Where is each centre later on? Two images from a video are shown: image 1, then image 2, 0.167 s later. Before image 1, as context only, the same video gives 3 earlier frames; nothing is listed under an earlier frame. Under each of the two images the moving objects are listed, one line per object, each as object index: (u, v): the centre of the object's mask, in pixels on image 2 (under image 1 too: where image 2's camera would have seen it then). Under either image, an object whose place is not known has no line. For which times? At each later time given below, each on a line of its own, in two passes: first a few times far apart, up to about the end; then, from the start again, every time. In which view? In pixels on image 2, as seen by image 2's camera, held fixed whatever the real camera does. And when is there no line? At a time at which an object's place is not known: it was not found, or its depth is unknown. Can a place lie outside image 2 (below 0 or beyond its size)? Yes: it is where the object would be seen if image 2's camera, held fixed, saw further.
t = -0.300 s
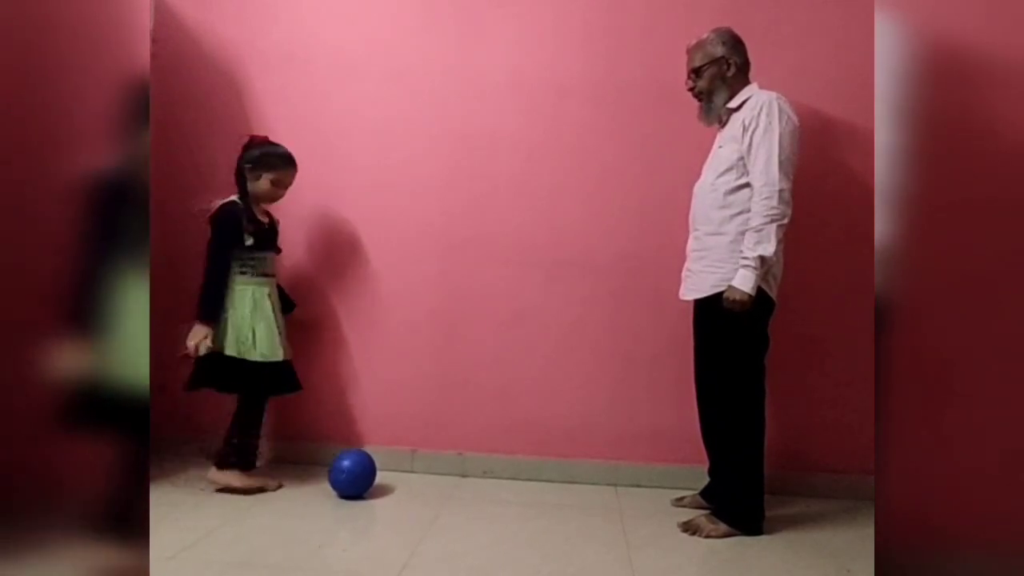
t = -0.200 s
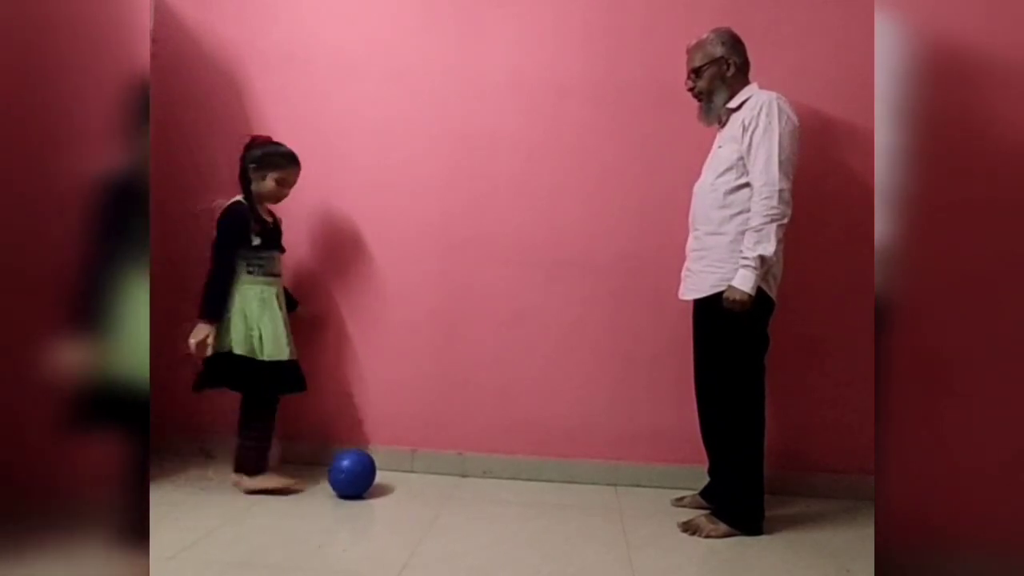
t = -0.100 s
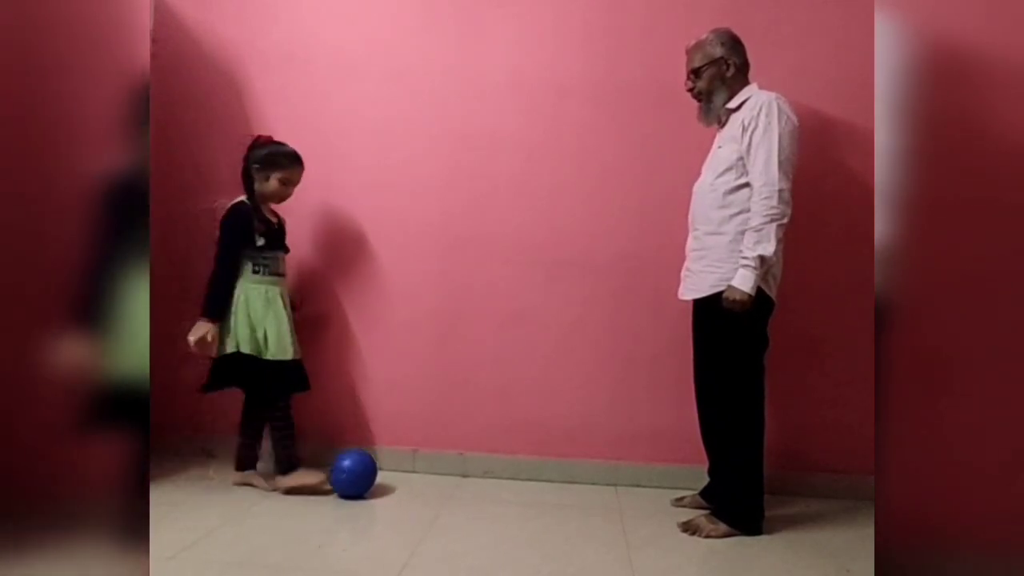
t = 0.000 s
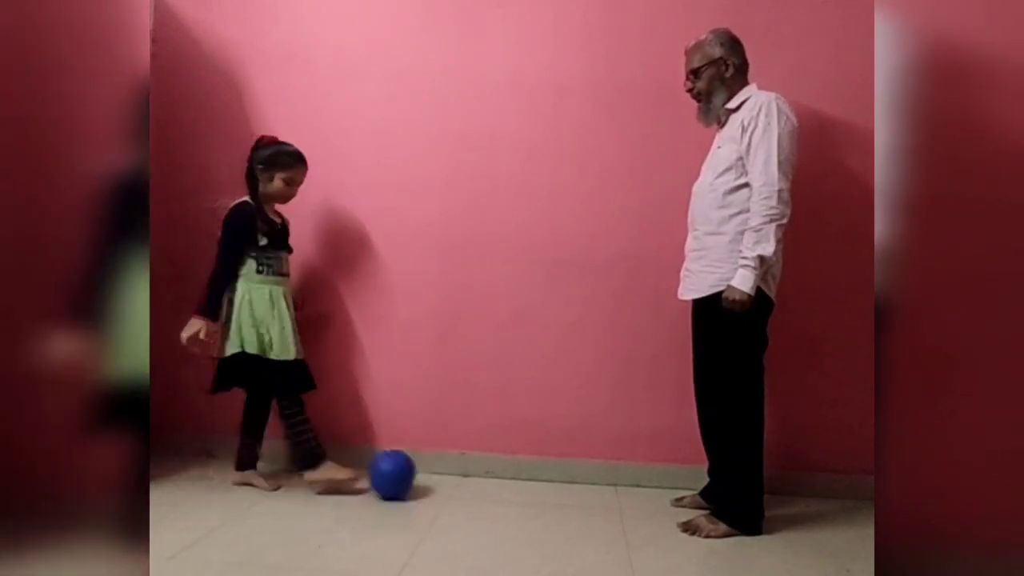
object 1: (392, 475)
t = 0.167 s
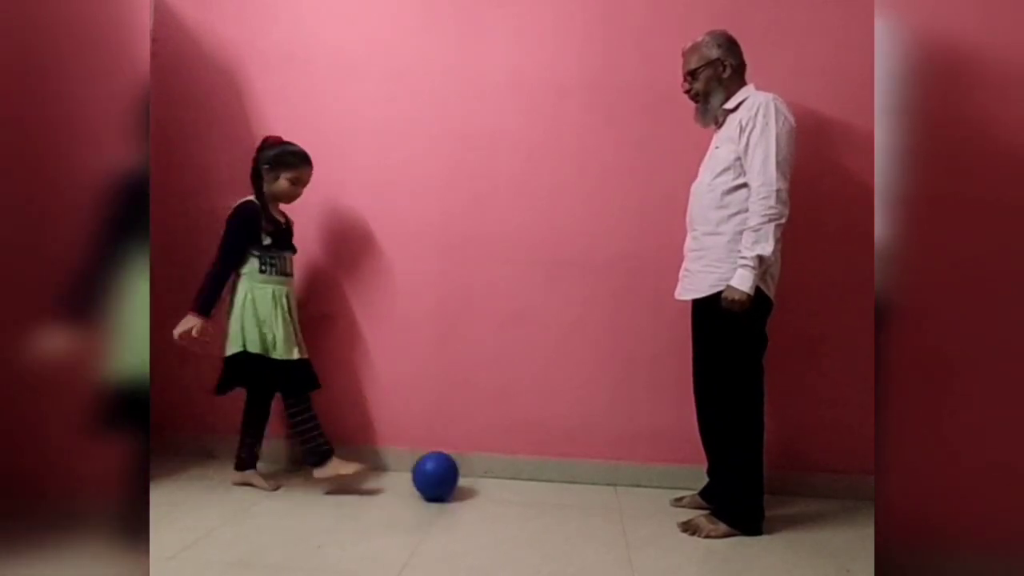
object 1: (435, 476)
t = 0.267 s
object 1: (456, 477)
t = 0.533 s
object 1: (509, 477)
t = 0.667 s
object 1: (537, 476)
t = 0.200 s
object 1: (442, 476)
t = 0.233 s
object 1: (449, 477)
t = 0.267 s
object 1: (456, 477)
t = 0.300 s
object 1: (463, 477)
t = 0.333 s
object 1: (469, 477)
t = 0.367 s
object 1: (476, 477)
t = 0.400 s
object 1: (481, 477)
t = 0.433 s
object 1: (488, 477)
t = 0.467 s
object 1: (495, 477)
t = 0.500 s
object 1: (502, 477)
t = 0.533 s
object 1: (509, 477)
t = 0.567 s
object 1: (516, 477)
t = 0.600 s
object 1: (523, 477)
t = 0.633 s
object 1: (530, 477)
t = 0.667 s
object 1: (537, 476)
